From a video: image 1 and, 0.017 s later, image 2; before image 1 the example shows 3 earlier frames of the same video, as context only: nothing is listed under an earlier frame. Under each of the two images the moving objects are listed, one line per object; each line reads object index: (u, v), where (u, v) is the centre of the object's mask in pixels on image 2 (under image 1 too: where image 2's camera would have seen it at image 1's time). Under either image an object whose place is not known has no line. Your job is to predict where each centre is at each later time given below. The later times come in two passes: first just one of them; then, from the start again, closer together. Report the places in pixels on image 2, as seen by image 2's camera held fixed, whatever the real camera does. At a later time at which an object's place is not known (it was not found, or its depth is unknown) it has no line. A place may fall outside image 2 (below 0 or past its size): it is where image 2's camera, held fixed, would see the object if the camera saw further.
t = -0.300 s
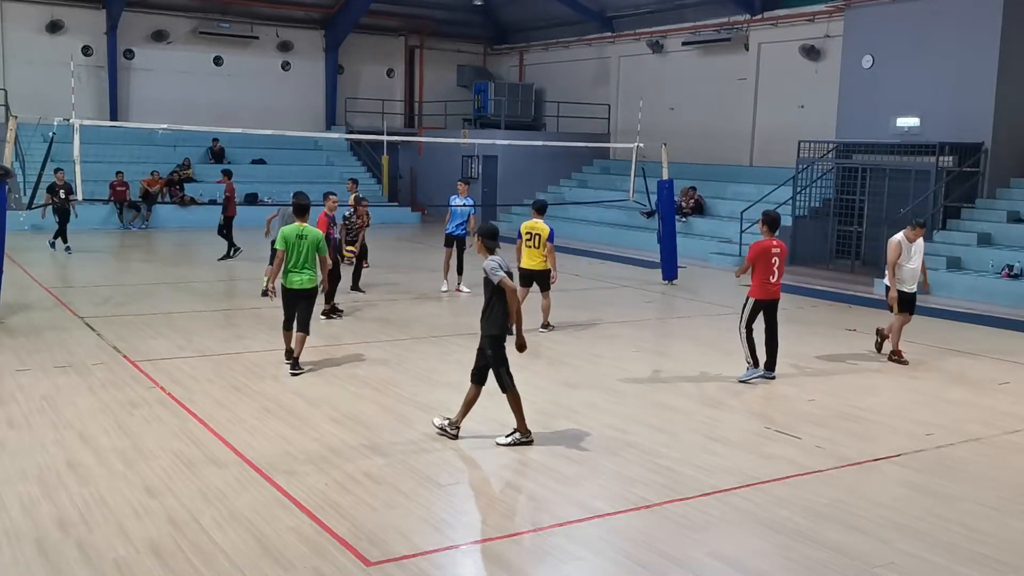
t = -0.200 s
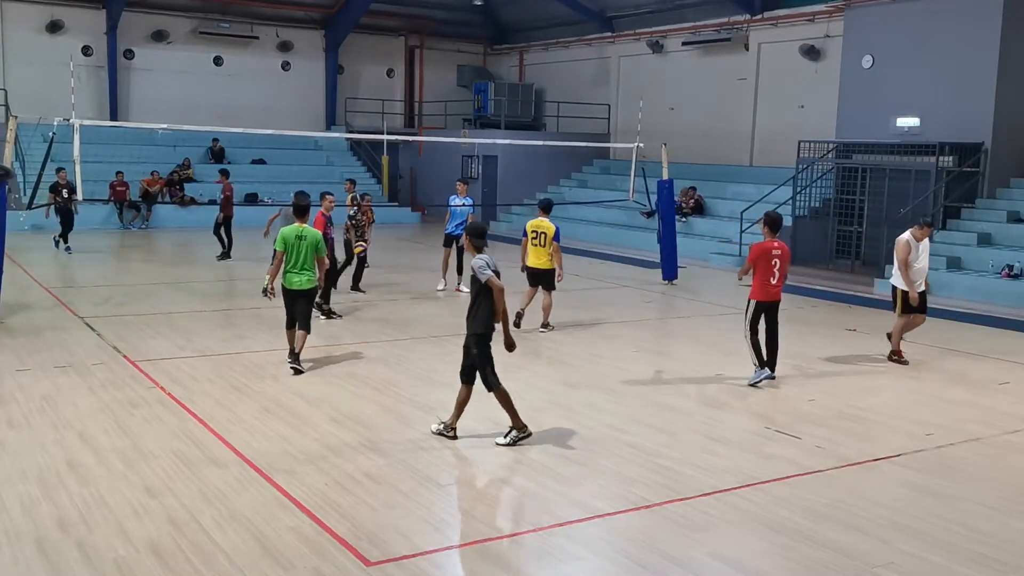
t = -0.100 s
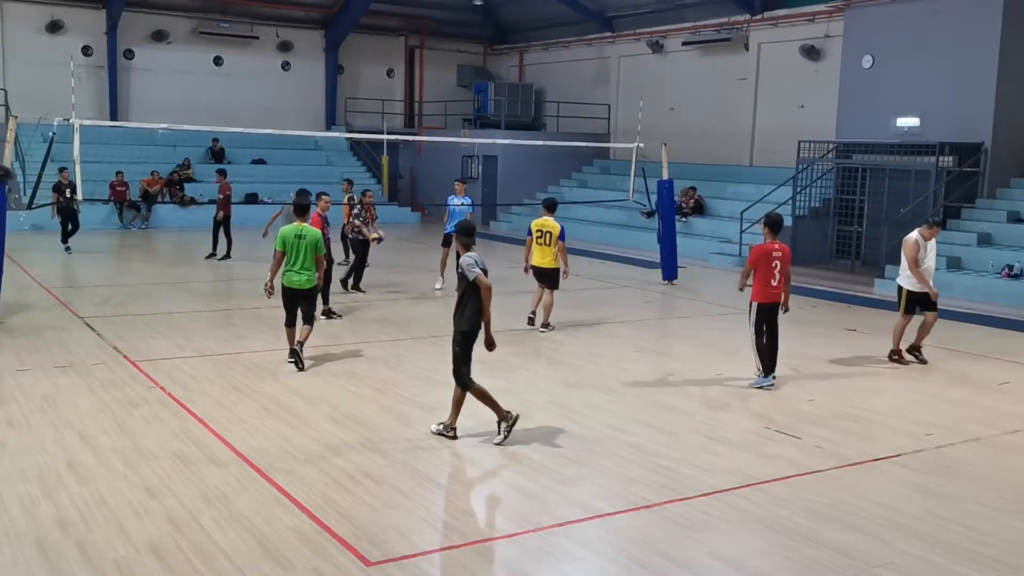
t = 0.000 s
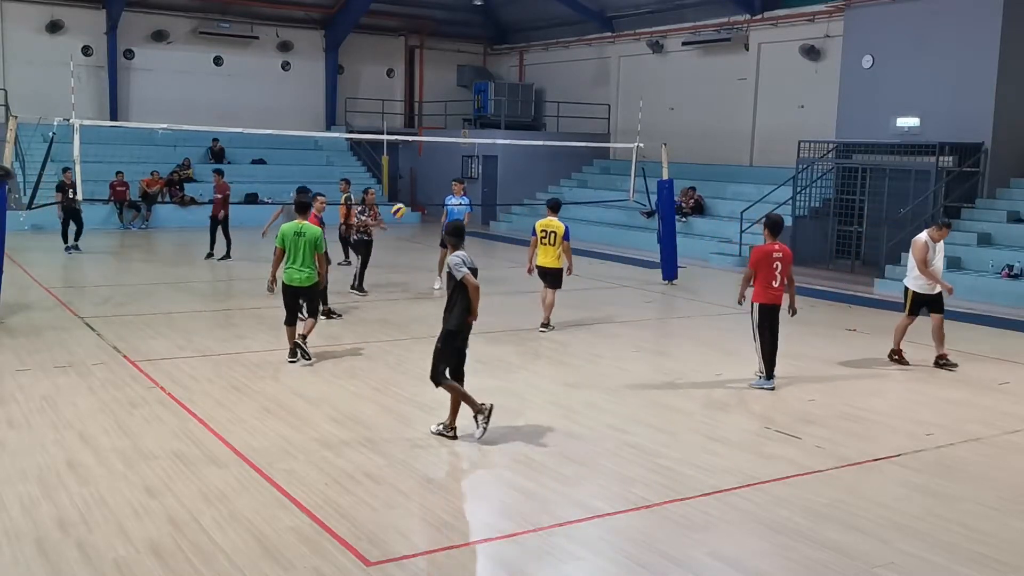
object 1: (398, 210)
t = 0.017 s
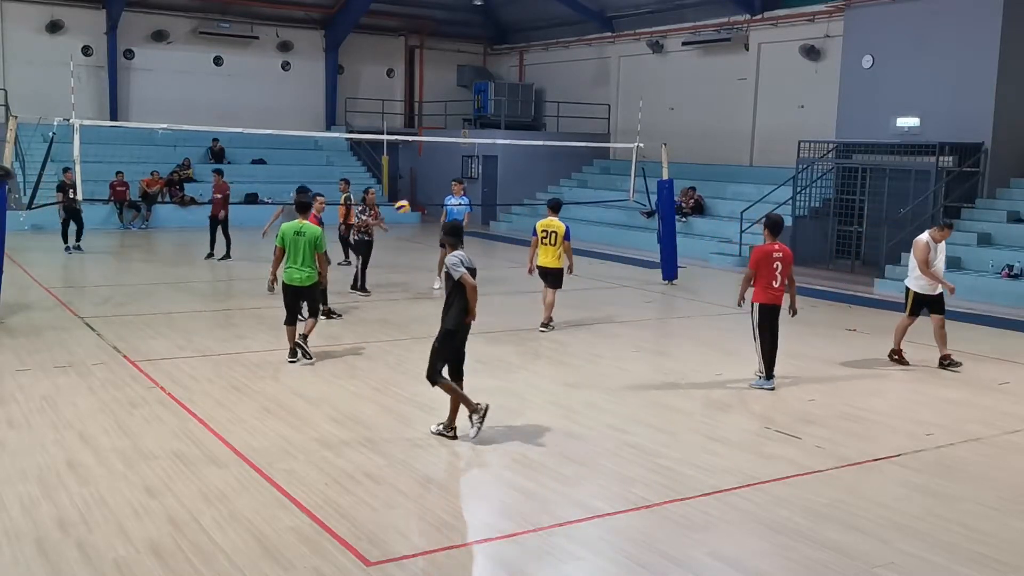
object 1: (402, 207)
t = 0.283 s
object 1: (463, 165)
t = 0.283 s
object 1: (463, 165)
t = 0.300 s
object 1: (467, 164)
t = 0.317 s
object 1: (471, 163)
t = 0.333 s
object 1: (475, 162)
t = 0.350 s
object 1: (479, 162)
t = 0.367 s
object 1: (483, 162)
